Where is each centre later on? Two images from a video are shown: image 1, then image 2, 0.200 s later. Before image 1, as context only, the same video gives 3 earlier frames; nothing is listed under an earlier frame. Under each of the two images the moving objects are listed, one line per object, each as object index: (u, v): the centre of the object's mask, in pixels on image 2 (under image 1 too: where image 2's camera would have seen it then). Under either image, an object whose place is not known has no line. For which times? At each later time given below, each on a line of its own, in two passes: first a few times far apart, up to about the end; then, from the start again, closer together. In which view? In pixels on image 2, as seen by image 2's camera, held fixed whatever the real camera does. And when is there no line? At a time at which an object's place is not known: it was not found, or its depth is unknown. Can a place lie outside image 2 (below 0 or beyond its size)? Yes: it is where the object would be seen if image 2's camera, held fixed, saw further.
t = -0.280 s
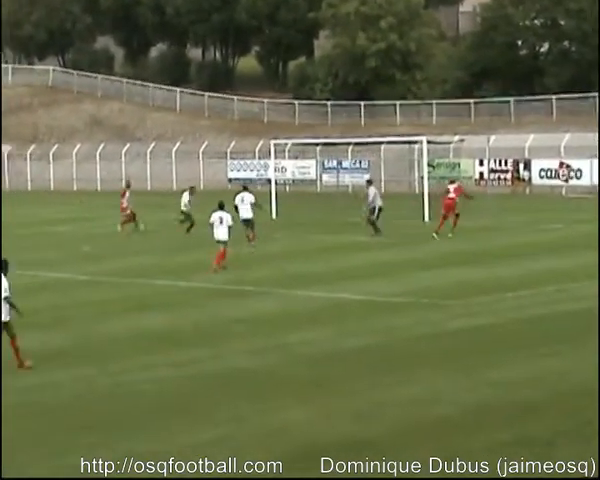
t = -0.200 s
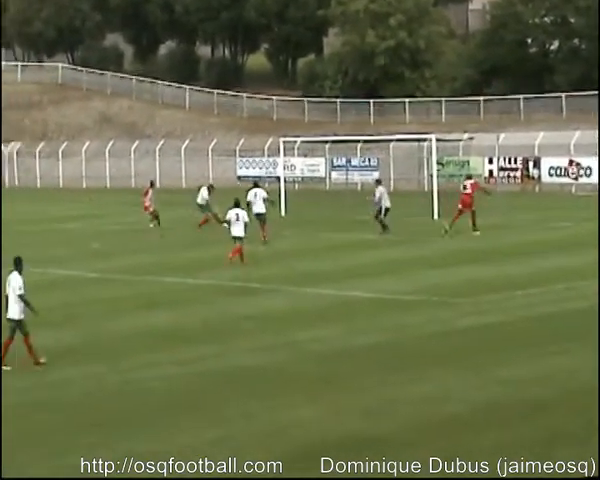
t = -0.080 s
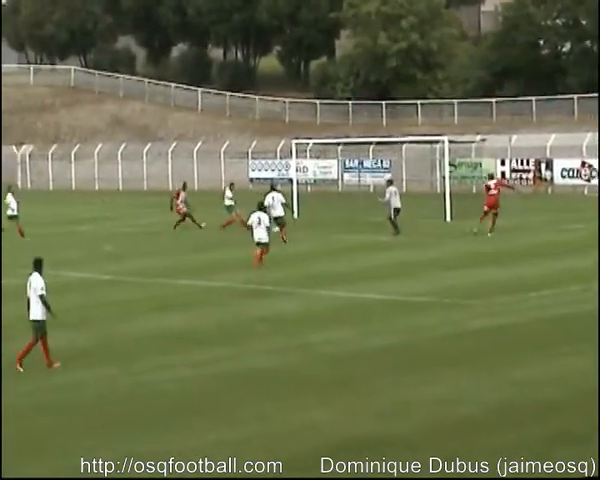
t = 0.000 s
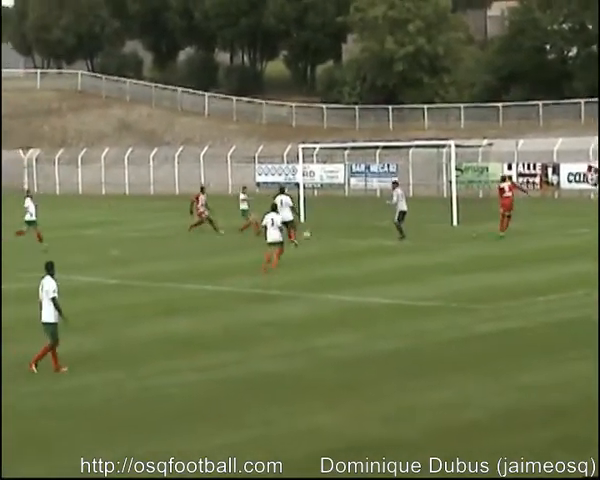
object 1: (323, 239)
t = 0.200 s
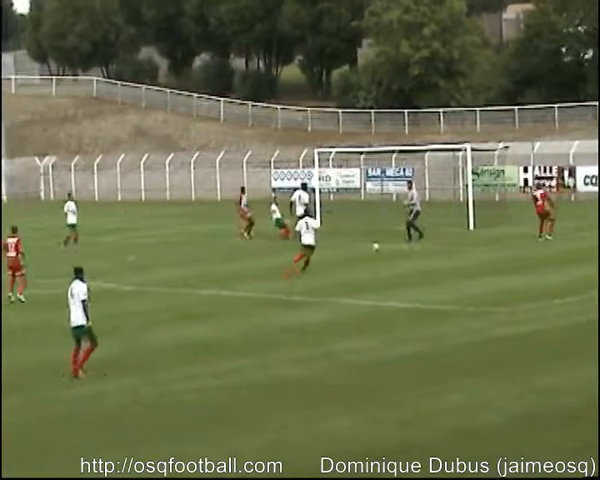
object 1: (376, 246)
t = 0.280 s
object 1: (394, 248)
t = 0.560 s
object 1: (451, 257)
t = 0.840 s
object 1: (498, 264)
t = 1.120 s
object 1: (534, 272)
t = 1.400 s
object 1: (570, 276)
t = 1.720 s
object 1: (605, 284)
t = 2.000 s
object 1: (634, 288)
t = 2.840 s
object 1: (722, 306)
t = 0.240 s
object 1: (385, 247)
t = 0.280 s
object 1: (394, 248)
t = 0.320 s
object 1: (404, 252)
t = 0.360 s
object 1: (413, 253)
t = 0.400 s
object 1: (421, 254)
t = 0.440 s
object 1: (428, 254)
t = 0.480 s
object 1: (436, 254)
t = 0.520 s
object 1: (444, 255)
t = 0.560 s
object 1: (451, 257)
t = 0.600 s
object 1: (460, 260)
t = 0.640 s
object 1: (466, 261)
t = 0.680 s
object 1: (472, 261)
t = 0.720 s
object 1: (479, 263)
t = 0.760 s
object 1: (485, 264)
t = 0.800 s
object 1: (492, 264)
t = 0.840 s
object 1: (498, 264)
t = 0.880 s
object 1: (503, 266)
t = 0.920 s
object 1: (509, 267)
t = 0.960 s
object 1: (513, 268)
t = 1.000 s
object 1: (519, 268)
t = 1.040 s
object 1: (524, 269)
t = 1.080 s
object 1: (529, 270)
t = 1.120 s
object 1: (534, 272)
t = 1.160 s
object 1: (539, 272)
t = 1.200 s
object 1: (544, 272)
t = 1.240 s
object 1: (550, 273)
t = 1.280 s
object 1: (554, 274)
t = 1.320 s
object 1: (560, 276)
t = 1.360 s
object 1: (565, 277)
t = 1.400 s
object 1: (570, 276)
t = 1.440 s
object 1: (574, 278)
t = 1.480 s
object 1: (579, 279)
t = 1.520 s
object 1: (584, 280)
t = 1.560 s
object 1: (589, 281)
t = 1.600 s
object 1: (592, 280)
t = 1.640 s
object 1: (597, 282)
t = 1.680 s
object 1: (602, 282)
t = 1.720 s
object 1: (605, 284)
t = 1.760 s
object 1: (610, 284)
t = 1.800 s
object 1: (614, 285)
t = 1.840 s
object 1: (618, 286)
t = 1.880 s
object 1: (622, 286)
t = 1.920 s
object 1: (626, 286)
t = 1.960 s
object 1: (630, 287)
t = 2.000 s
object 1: (634, 288)
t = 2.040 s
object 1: (637, 290)
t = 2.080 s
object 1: (642, 291)
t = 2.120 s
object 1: (646, 292)
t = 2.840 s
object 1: (722, 306)
